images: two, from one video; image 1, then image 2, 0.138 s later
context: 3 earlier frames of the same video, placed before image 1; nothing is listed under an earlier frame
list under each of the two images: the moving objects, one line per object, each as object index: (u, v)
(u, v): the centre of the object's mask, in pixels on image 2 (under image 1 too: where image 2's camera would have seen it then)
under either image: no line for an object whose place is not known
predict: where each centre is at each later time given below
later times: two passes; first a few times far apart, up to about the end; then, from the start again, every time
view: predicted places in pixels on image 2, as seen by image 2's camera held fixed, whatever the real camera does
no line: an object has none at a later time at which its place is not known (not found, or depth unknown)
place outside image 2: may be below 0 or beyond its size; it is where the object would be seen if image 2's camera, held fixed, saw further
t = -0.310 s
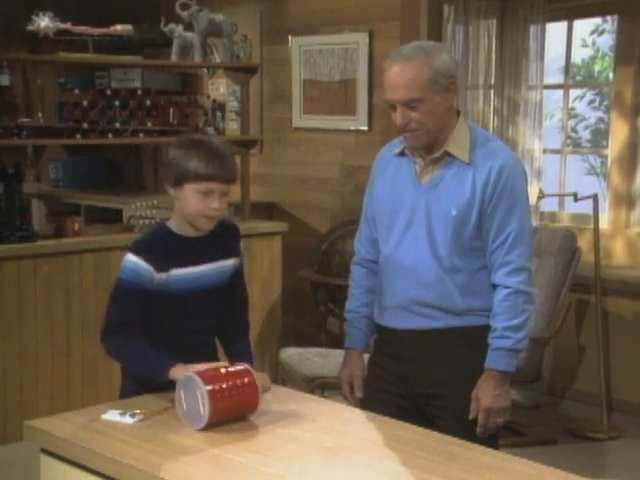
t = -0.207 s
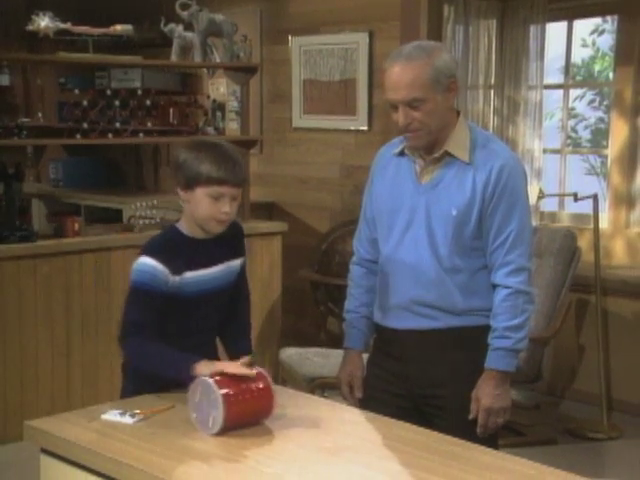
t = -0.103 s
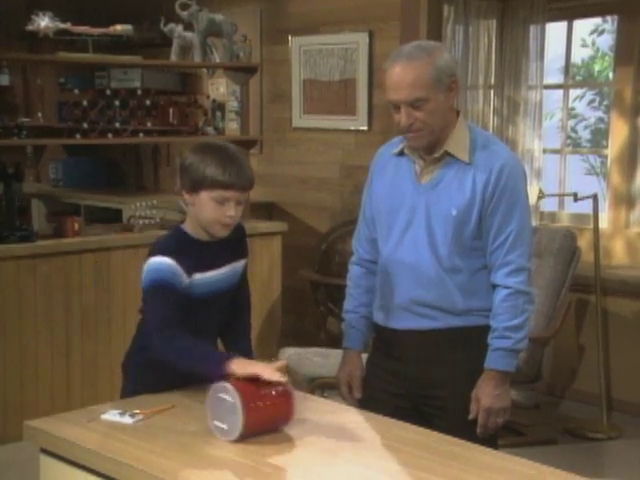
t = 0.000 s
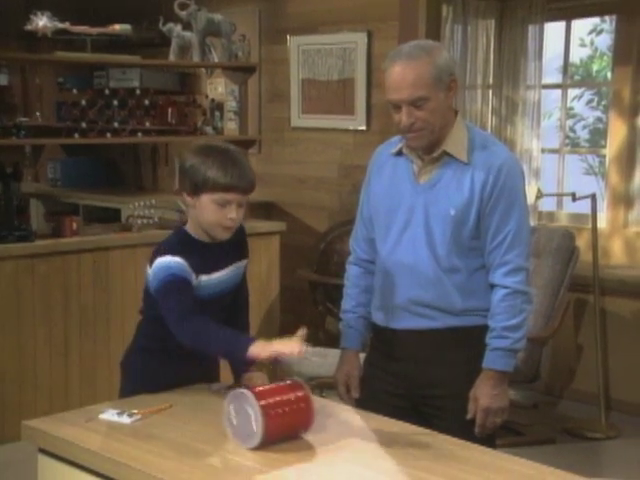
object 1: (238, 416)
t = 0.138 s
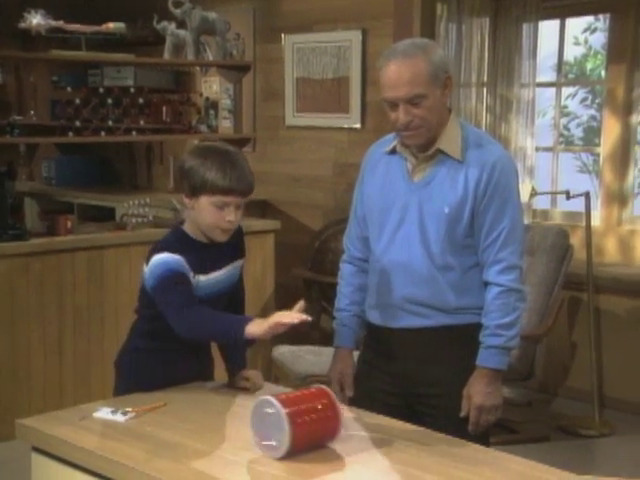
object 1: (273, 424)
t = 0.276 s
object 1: (302, 436)
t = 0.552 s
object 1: (367, 459)
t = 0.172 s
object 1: (279, 428)
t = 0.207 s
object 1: (287, 431)
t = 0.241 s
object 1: (294, 434)
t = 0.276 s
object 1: (302, 436)
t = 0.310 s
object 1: (309, 439)
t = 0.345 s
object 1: (318, 442)
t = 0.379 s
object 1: (326, 444)
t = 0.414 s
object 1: (334, 447)
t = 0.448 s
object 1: (342, 450)
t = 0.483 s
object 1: (351, 453)
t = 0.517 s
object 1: (360, 456)
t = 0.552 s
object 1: (367, 459)
